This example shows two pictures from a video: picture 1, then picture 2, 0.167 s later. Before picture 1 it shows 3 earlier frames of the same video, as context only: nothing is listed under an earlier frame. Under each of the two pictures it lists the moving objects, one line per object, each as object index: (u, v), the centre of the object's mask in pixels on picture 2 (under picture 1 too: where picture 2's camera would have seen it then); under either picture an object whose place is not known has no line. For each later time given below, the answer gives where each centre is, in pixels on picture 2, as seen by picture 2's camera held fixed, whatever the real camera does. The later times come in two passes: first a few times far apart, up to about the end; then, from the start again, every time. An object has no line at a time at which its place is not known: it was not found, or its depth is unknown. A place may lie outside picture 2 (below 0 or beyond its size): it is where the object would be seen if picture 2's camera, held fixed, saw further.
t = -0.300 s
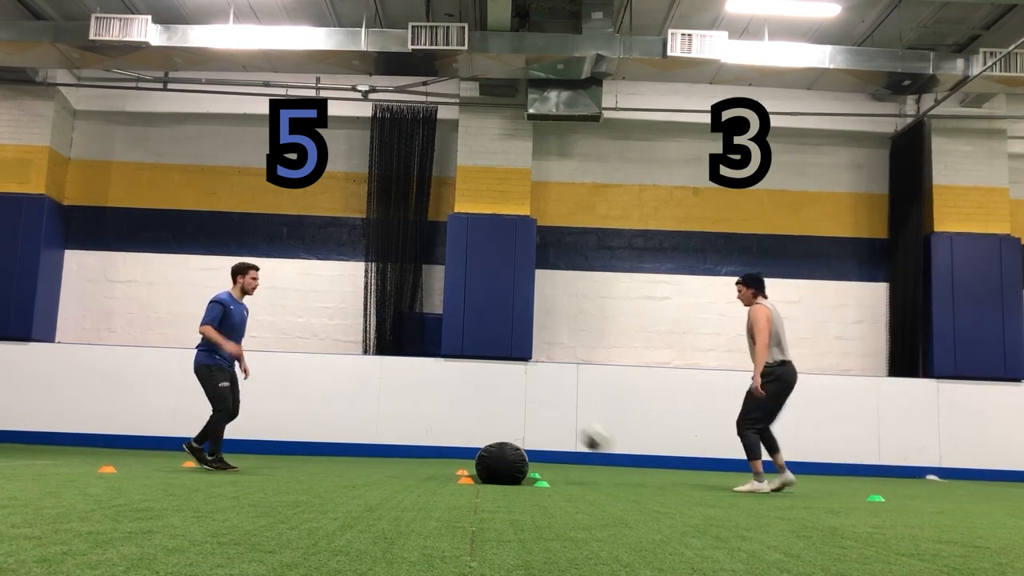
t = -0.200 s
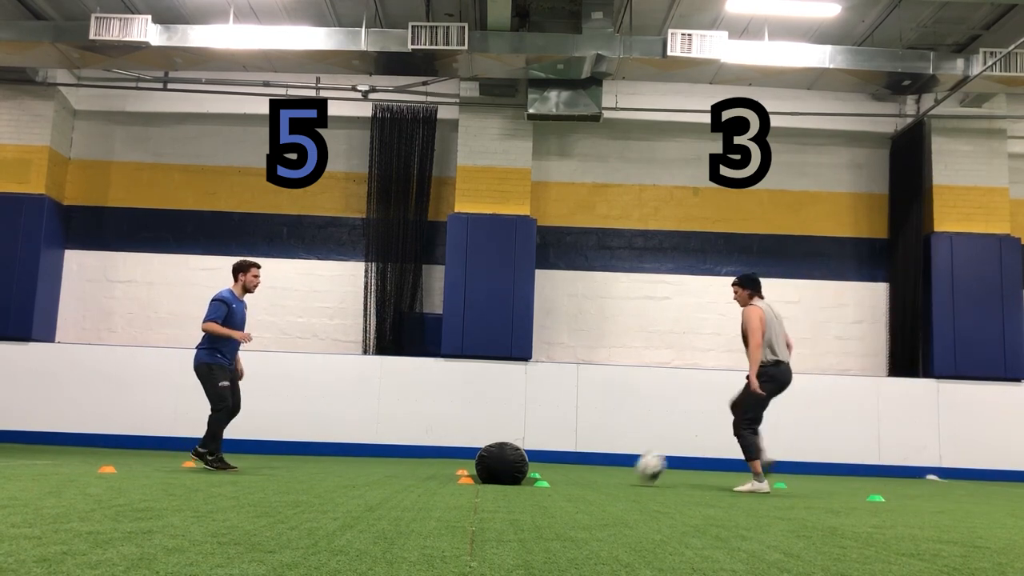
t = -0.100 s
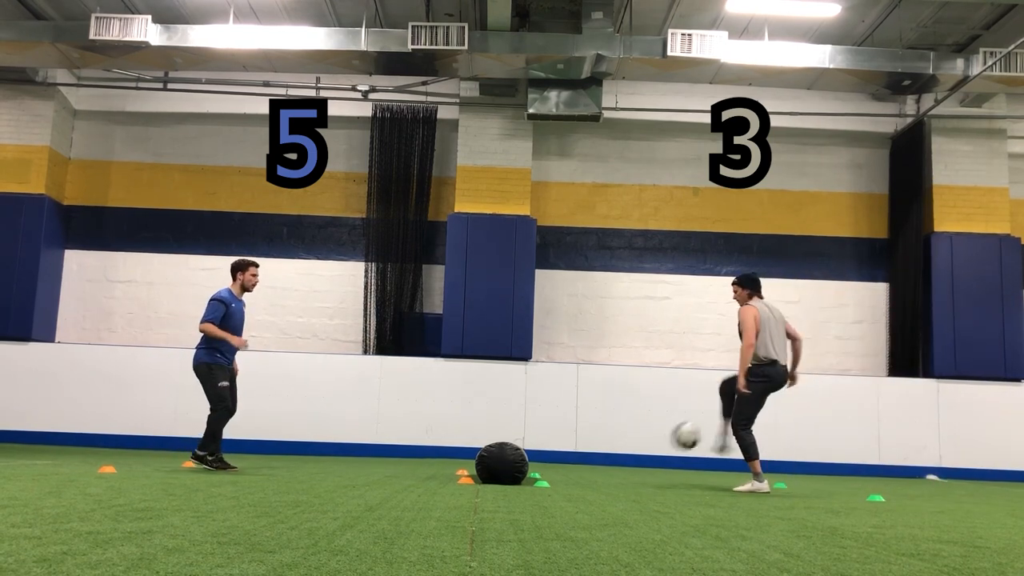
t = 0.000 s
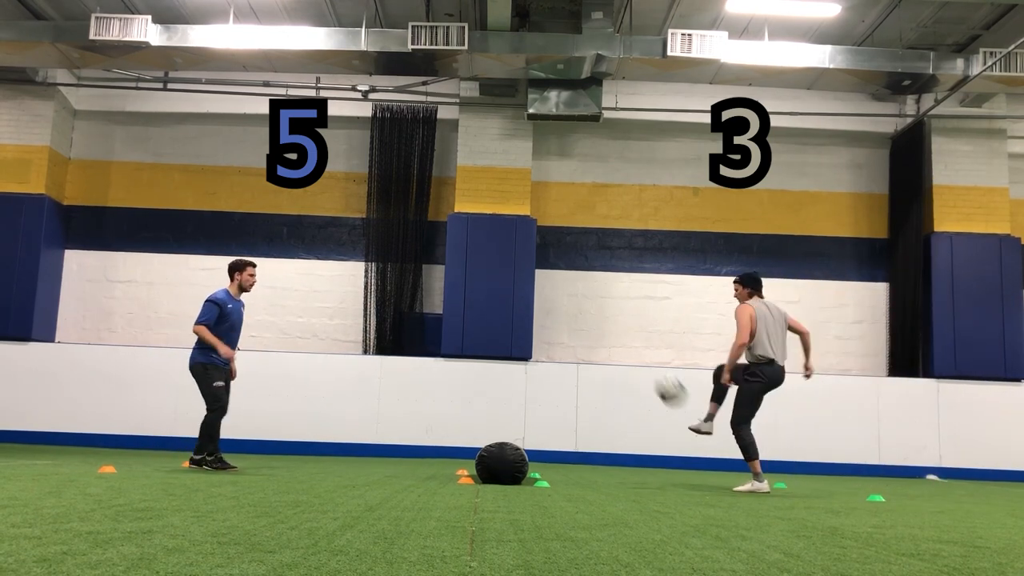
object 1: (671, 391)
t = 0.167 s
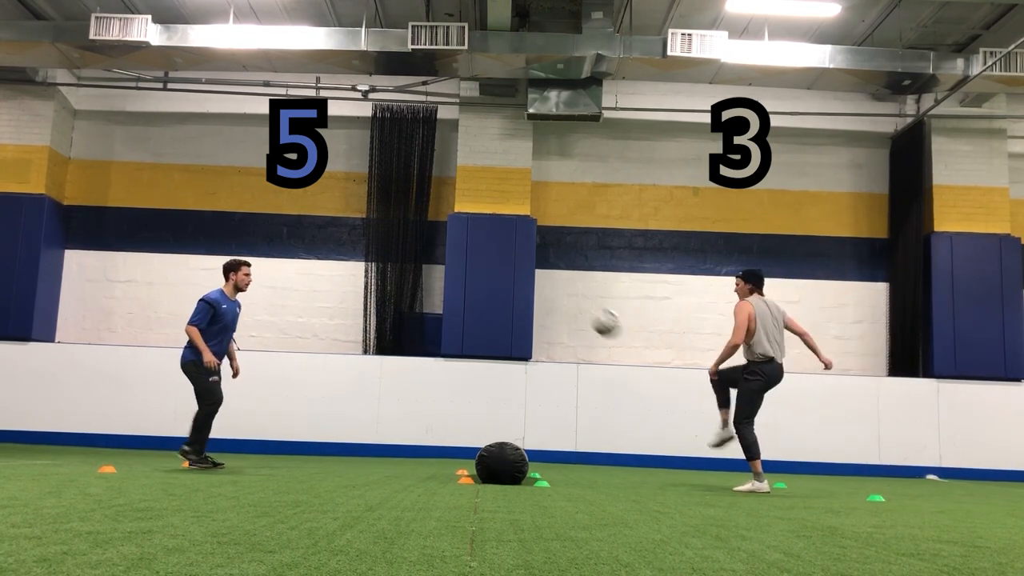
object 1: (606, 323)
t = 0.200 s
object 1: (592, 313)
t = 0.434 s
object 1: (504, 283)
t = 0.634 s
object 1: (422, 314)
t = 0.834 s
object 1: (335, 394)
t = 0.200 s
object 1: (592, 313)
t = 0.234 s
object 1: (580, 304)
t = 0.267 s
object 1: (567, 297)
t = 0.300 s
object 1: (555, 292)
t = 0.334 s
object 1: (541, 288)
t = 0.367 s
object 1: (528, 284)
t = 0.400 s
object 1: (516, 284)
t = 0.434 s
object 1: (504, 283)
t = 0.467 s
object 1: (491, 285)
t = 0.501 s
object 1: (478, 287)
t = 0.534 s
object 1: (464, 292)
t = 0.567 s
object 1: (451, 296)
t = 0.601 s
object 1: (437, 304)
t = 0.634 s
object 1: (422, 314)
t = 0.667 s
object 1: (408, 323)
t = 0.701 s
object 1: (395, 334)
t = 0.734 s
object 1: (382, 344)
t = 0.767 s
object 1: (367, 359)
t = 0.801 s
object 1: (351, 376)
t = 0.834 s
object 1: (335, 394)
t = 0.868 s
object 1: (319, 415)
